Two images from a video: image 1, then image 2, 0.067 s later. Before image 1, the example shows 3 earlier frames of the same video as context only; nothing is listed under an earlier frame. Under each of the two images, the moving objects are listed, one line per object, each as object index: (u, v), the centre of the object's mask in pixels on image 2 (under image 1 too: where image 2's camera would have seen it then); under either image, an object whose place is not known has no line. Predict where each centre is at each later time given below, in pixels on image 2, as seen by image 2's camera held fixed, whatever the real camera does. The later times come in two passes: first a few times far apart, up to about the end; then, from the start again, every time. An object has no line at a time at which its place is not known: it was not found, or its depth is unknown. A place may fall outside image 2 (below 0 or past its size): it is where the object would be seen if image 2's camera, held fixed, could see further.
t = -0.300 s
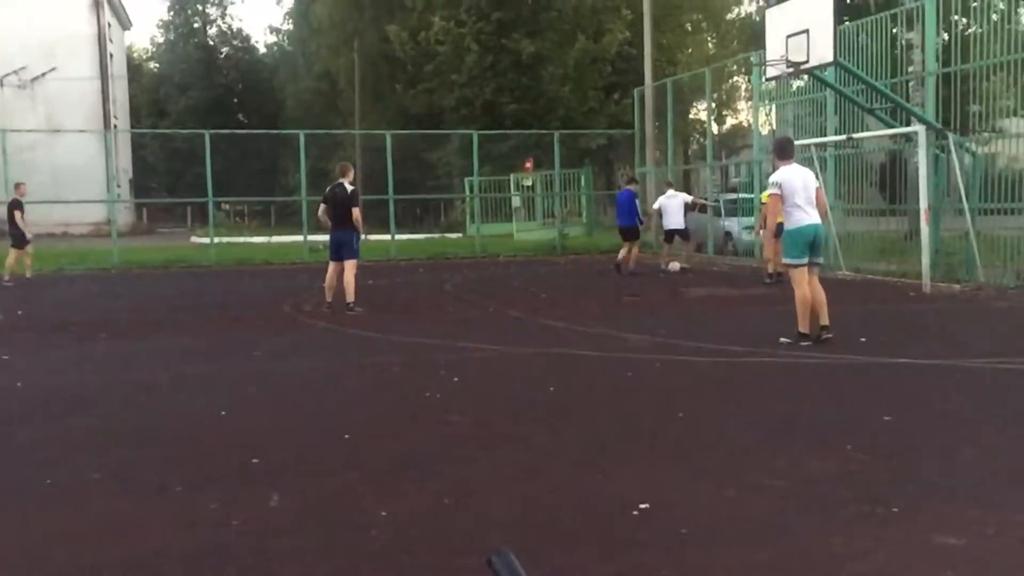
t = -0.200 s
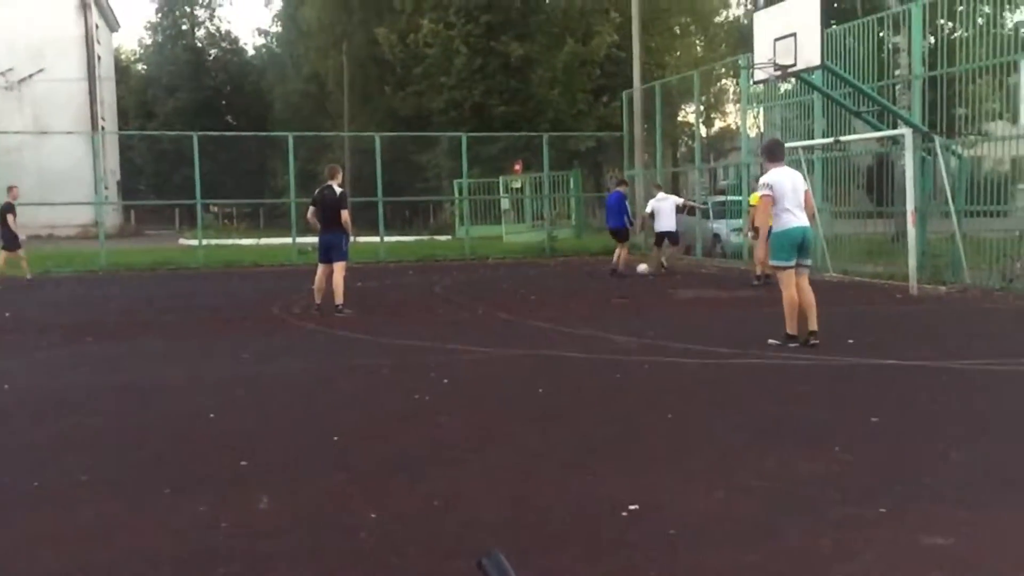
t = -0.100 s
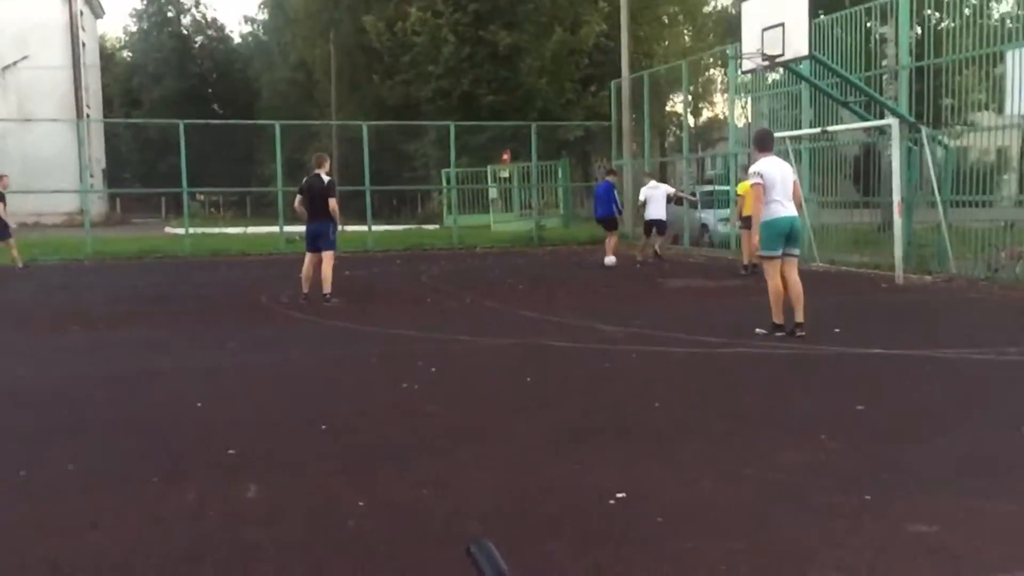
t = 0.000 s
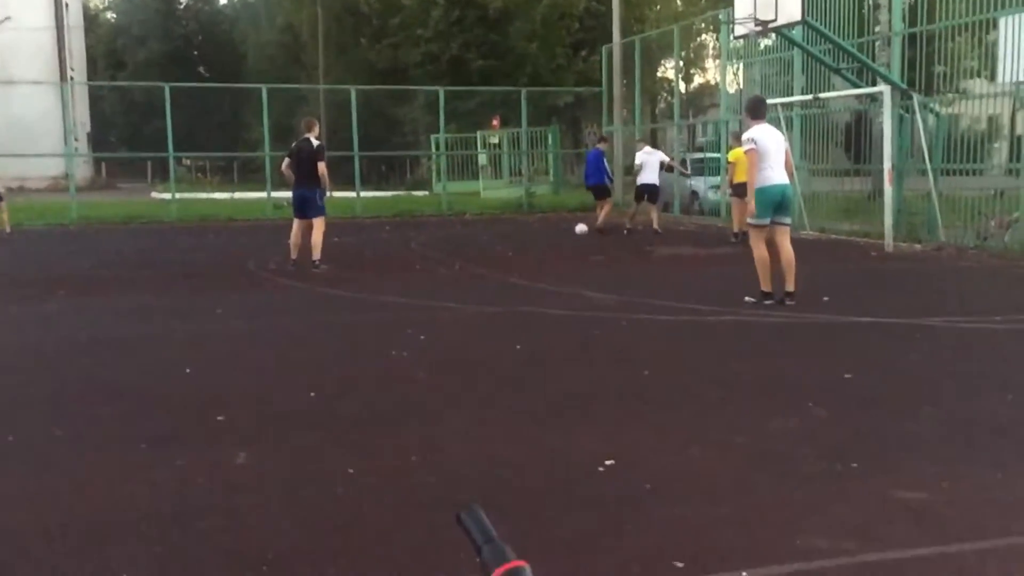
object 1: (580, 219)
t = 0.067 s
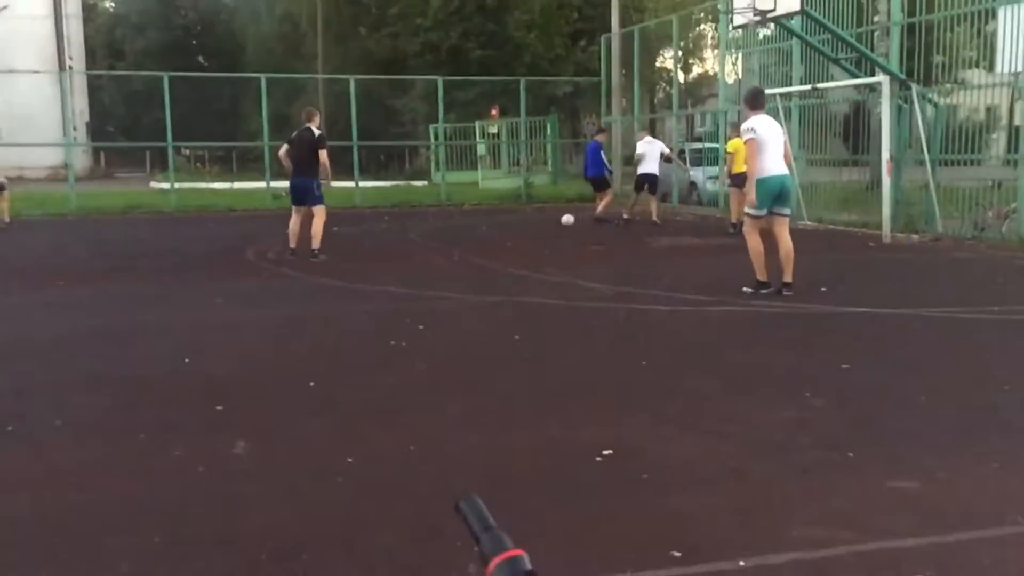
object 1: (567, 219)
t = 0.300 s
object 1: (526, 224)
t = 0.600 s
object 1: (477, 226)
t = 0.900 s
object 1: (425, 230)
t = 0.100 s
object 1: (562, 220)
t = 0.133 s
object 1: (556, 221)
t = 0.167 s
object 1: (549, 221)
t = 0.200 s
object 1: (544, 222)
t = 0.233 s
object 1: (538, 222)
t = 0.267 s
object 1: (532, 223)
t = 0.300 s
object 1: (526, 224)
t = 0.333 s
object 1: (521, 224)
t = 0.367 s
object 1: (515, 224)
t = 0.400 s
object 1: (510, 224)
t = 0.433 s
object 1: (505, 225)
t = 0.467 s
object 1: (499, 225)
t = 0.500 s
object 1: (494, 225)
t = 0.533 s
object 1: (488, 225)
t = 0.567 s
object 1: (483, 225)
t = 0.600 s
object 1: (477, 226)
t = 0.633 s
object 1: (472, 227)
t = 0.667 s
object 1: (466, 228)
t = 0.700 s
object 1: (460, 227)
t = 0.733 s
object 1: (455, 227)
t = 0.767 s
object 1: (449, 228)
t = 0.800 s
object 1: (442, 228)
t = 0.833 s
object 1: (436, 230)
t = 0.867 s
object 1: (431, 230)
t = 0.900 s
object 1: (425, 230)
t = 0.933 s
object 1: (419, 229)
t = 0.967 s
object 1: (413, 229)
